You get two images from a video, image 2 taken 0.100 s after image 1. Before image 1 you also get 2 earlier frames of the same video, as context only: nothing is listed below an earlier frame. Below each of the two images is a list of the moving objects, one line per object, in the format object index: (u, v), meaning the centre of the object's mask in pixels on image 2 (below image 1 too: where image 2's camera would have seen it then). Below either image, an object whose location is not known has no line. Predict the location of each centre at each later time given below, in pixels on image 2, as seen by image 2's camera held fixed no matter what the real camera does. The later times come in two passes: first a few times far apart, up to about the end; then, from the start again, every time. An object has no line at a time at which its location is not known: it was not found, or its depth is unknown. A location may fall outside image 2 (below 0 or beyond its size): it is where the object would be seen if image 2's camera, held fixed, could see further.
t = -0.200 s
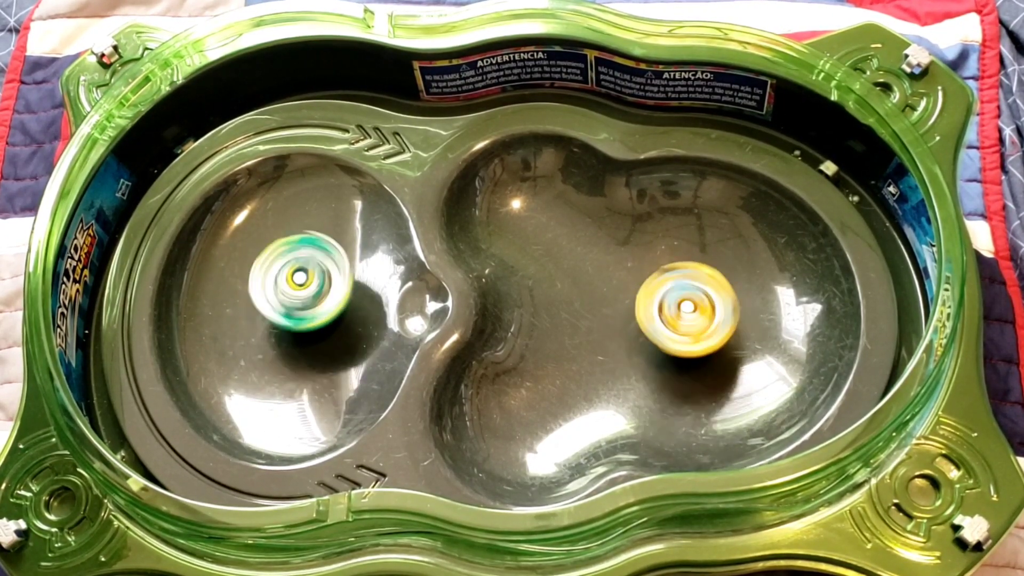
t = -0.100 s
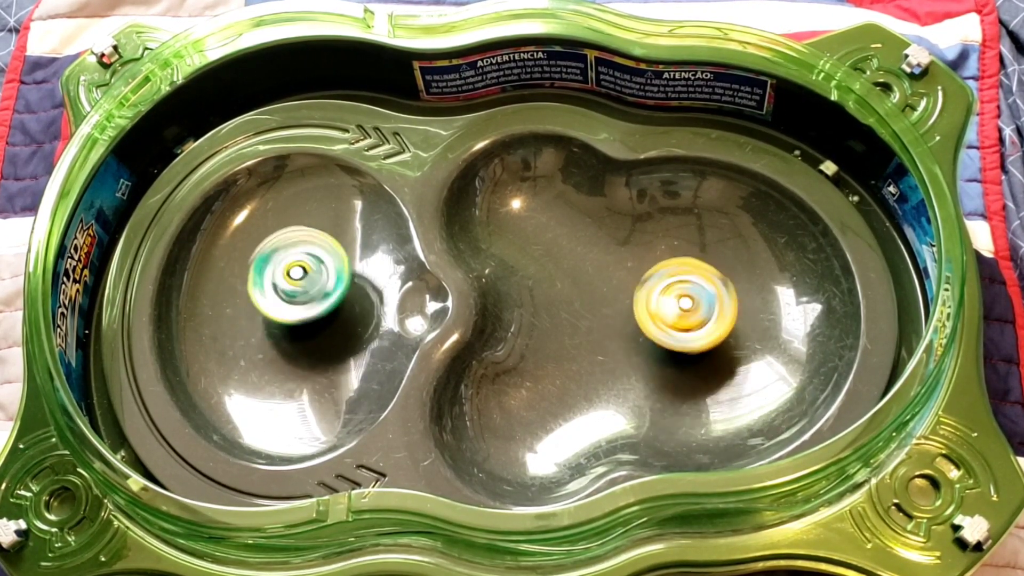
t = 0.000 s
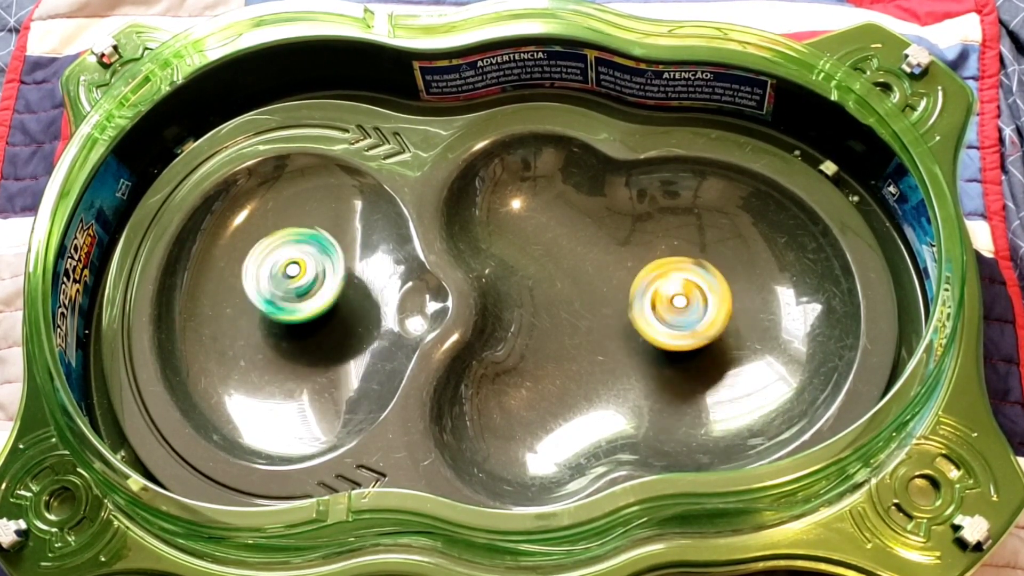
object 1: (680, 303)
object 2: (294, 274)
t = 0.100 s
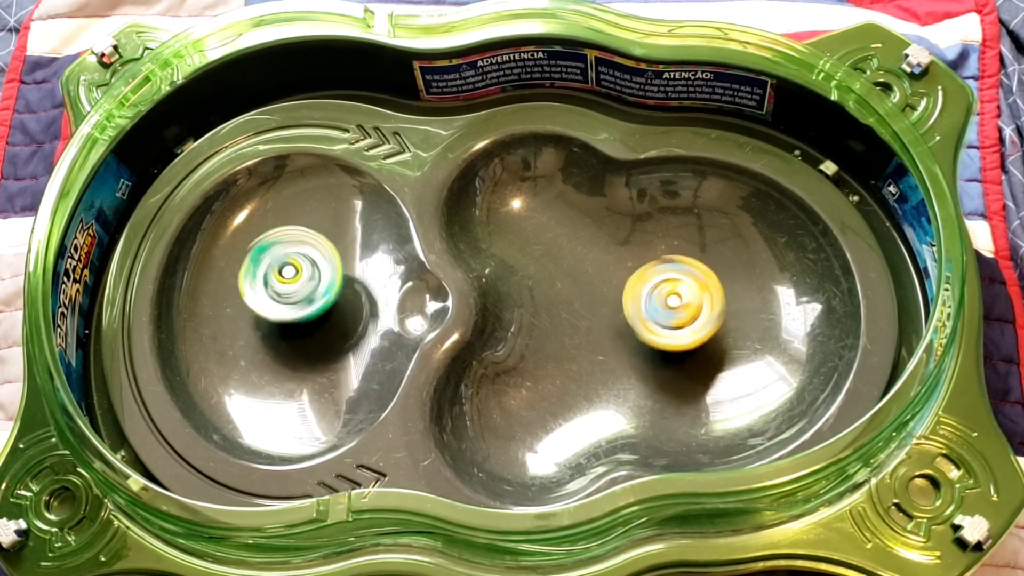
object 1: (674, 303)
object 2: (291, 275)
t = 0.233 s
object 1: (668, 309)
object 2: (284, 285)
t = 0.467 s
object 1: (676, 320)
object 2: (290, 303)
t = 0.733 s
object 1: (684, 310)
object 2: (303, 299)
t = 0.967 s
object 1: (672, 304)
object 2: (293, 286)
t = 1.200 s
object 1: (672, 316)
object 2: (279, 287)
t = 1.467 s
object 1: (685, 314)
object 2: (288, 292)
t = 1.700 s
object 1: (682, 305)
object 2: (301, 291)
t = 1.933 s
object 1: (673, 303)
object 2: (302, 286)
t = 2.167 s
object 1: (670, 313)
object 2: (289, 290)
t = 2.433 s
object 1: (683, 317)
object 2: (281, 297)
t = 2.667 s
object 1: (684, 311)
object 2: (291, 299)
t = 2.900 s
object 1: (676, 305)
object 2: (302, 288)
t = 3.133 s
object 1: (670, 311)
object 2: (299, 285)
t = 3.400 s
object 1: (677, 317)
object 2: (287, 292)
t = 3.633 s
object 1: (680, 315)
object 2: (286, 301)
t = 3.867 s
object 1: (675, 308)
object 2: (293, 297)
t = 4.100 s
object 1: (670, 309)
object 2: (299, 290)
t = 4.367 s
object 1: (676, 315)
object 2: (293, 285)
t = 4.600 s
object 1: (681, 316)
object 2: (290, 289)
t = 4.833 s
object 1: (675, 312)
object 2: (288, 298)
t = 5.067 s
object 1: (672, 309)
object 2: (296, 298)
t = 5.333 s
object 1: (674, 309)
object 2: (297, 288)
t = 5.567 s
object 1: (679, 313)
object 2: (293, 287)
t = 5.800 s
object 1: (676, 312)
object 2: (290, 287)
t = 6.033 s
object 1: (672, 310)
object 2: (289, 295)
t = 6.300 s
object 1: (674, 311)
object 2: (296, 297)
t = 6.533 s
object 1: (678, 310)
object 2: (296, 294)
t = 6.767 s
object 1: (676, 311)
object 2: (294, 286)
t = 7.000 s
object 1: (672, 312)
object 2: (293, 290)
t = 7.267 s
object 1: (676, 312)
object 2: (296, 290)
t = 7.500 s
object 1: (677, 312)
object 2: (293, 295)
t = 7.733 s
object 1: (676, 311)
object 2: (290, 294)
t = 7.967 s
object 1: (673, 312)
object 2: (293, 289)
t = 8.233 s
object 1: (674, 314)
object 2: (296, 290)
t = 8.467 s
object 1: (676, 312)
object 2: (293, 289)
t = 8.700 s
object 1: (676, 311)
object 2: (293, 290)
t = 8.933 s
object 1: (673, 311)
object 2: (288, 293)
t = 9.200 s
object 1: (675, 312)
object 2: (294, 289)
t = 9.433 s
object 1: (676, 312)
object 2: (299, 288)
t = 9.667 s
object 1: (676, 311)
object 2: (293, 291)
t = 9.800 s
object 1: (674, 311)
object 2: (290, 291)
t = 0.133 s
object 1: (672, 304)
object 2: (287, 277)
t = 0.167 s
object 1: (670, 305)
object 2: (285, 279)
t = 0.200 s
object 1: (669, 307)
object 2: (285, 283)
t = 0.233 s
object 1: (668, 309)
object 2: (284, 285)
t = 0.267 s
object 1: (668, 311)
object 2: (285, 288)
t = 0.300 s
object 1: (668, 314)
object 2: (284, 290)
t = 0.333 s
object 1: (668, 316)
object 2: (285, 292)
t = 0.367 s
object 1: (671, 317)
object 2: (284, 297)
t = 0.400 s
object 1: (672, 319)
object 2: (285, 299)
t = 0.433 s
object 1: (674, 319)
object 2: (288, 302)
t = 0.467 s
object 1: (676, 320)
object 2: (290, 303)
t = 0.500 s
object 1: (678, 320)
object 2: (293, 303)
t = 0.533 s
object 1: (681, 319)
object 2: (293, 304)
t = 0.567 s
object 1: (682, 318)
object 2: (295, 304)
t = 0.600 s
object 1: (684, 317)
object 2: (297, 306)
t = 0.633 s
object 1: (685, 315)
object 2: (299, 304)
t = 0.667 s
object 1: (685, 313)
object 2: (302, 304)
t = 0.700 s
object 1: (685, 311)
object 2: (302, 301)
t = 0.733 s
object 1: (684, 310)
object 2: (303, 299)
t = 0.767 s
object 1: (683, 308)
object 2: (301, 298)
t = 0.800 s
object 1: (682, 307)
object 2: (301, 296)
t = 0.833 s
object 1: (680, 305)
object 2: (302, 295)
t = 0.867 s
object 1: (678, 305)
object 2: (301, 292)
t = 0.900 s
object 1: (676, 304)
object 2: (300, 289)
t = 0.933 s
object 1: (674, 304)
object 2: (296, 288)
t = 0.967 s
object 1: (672, 304)
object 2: (293, 286)
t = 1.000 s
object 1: (670, 305)
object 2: (291, 287)
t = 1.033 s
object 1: (669, 307)
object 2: (288, 286)
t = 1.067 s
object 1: (668, 309)
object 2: (288, 285)
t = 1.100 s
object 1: (668, 311)
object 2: (284, 285)
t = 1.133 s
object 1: (669, 313)
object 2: (282, 284)
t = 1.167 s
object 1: (669, 314)
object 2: (279, 287)
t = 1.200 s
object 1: (672, 316)
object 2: (279, 287)
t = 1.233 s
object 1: (673, 317)
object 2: (280, 289)
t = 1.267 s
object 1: (675, 317)
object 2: (278, 289)
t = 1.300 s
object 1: (677, 318)
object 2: (280, 289)
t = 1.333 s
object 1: (679, 317)
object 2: (278, 292)
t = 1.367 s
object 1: (682, 316)
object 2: (280, 292)
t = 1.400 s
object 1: (683, 316)
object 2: (284, 294)
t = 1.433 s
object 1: (684, 314)
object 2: (285, 293)
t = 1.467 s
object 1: (685, 314)
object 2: (288, 292)
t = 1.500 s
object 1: (685, 312)
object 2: (288, 295)
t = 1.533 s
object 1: (686, 310)
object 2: (290, 294)
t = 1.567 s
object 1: (686, 310)
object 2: (295, 295)
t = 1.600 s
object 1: (685, 309)
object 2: (296, 294)
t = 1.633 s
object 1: (684, 307)
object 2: (300, 292)
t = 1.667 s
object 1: (683, 307)
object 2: (300, 293)
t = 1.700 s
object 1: (682, 305)
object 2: (301, 291)
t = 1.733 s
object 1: (682, 305)
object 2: (305, 292)
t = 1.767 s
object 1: (680, 305)
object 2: (305, 289)
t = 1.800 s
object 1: (678, 303)
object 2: (307, 287)
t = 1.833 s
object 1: (678, 303)
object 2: (304, 288)
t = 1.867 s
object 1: (676, 304)
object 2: (303, 286)
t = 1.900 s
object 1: (675, 303)
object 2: (305, 288)
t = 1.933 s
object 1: (673, 303)
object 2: (302, 286)
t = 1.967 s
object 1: (672, 304)
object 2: (303, 284)
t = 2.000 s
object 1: (671, 305)
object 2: (299, 287)
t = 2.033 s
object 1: (669, 306)
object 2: (296, 286)
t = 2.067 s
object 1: (669, 308)
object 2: (298, 287)
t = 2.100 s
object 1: (669, 310)
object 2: (294, 287)
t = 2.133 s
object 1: (669, 311)
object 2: (292, 286)
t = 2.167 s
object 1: (670, 313)
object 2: (289, 290)
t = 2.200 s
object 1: (671, 315)
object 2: (286, 290)
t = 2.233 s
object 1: (673, 316)
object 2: (288, 292)
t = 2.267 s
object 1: (674, 317)
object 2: (284, 292)
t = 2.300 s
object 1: (676, 317)
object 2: (284, 292)
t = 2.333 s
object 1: (678, 318)
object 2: (281, 296)
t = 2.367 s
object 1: (679, 318)
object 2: (281, 296)
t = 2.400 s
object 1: (681, 317)
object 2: (284, 297)
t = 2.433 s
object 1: (683, 317)
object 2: (281, 297)
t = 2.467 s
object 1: (682, 316)
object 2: (282, 296)
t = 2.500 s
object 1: (684, 314)
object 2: (283, 300)
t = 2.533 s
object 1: (684, 315)
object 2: (284, 298)
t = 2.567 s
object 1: (683, 313)
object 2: (288, 298)
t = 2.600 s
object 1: (685, 311)
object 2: (286, 299)
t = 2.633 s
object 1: (685, 312)
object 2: (287, 297)
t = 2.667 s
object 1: (684, 311)
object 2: (291, 299)
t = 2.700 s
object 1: (683, 309)
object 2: (291, 297)
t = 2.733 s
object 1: (683, 308)
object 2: (295, 295)
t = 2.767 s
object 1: (682, 308)
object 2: (295, 296)
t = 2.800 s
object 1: (680, 306)
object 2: (295, 294)
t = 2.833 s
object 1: (680, 306)
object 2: (300, 293)
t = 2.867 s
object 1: (678, 306)
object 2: (300, 291)
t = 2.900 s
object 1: (676, 305)
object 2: (302, 288)
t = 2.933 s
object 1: (676, 305)
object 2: (301, 289)
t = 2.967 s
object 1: (674, 305)
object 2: (302, 287)
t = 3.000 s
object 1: (672, 305)
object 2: (305, 286)
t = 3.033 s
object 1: (672, 306)
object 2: (301, 286)
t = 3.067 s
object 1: (670, 308)
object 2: (300, 283)
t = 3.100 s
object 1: (669, 309)
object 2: (301, 286)
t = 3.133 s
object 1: (670, 311)
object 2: (299, 285)
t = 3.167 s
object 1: (670, 313)
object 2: (299, 283)
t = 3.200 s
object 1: (671, 314)
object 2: (295, 286)
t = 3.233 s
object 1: (673, 316)
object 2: (293, 286)
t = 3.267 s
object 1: (674, 317)
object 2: (295, 287)
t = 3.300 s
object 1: (675, 317)
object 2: (291, 288)
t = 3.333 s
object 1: (677, 318)
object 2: (290, 287)
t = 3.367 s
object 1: (676, 318)
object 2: (289, 291)
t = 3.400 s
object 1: (677, 317)
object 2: (287, 292)
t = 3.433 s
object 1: (678, 318)
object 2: (289, 292)
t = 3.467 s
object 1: (679, 318)
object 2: (285, 295)
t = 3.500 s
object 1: (681, 318)
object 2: (284, 295)
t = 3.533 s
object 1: (680, 317)
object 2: (287, 298)
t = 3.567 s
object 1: (681, 316)
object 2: (285, 298)
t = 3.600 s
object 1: (682, 316)
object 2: (286, 297)
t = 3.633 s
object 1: (680, 315)
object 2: (286, 301)
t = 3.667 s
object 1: (680, 313)
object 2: (286, 300)
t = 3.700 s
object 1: (680, 313)
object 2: (290, 299)
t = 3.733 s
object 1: (678, 312)
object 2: (288, 301)
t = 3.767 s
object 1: (678, 310)
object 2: (287, 300)
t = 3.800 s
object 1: (678, 310)
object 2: (292, 301)
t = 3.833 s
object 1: (677, 309)
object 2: (291, 300)
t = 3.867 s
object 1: (675, 308)
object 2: (293, 297)
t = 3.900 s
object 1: (674, 307)
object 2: (294, 299)
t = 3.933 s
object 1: (673, 306)
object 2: (294, 297)
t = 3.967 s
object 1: (672, 306)
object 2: (298, 294)
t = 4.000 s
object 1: (671, 306)
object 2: (297, 295)
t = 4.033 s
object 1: (671, 306)
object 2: (296, 292)
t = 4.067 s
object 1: (671, 308)
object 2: (300, 292)
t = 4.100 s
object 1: (670, 309)
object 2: (299, 290)
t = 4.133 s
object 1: (669, 309)
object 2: (299, 287)
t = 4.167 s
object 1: (670, 309)
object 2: (299, 289)
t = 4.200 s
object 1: (672, 310)
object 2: (298, 286)
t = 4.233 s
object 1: (672, 312)
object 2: (300, 284)
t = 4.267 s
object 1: (672, 312)
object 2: (296, 286)
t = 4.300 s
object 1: (675, 313)
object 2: (295, 284)
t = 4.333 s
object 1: (675, 315)
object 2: (298, 284)
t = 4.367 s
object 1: (676, 315)
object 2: (293, 285)
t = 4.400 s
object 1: (678, 315)
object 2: (291, 283)
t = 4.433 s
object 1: (678, 316)
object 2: (293, 286)
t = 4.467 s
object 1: (678, 315)
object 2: (291, 286)
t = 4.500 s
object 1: (680, 316)
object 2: (291, 284)
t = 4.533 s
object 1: (679, 316)
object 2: (289, 289)
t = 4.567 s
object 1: (680, 315)
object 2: (288, 289)
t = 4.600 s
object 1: (681, 316)
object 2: (290, 289)
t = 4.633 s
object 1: (679, 316)
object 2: (287, 292)
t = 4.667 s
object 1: (679, 314)
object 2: (285, 293)
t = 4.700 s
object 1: (680, 315)
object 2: (290, 294)
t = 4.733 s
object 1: (678, 315)
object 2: (287, 295)
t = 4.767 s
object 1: (678, 313)
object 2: (286, 294)
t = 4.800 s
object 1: (677, 313)
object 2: (289, 298)
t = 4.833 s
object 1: (675, 312)
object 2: (288, 298)
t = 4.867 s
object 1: (675, 311)
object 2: (290, 296)
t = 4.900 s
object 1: (675, 311)
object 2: (289, 300)
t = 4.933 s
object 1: (673, 310)
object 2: (290, 299)
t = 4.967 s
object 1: (673, 309)
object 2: (293, 297)
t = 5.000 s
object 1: (672, 310)
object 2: (291, 300)
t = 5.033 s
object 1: (671, 309)
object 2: (291, 299)
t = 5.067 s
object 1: (672, 309)
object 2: (296, 298)
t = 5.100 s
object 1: (671, 309)
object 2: (294, 298)
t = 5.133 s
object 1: (671, 308)
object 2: (293, 296)
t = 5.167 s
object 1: (673, 309)
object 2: (297, 297)
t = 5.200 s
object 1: (672, 310)
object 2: (296, 295)
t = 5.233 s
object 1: (672, 309)
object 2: (296, 292)
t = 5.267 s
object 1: (675, 309)
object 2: (298, 294)
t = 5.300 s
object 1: (674, 310)
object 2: (297, 292)
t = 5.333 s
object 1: (674, 309)
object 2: (297, 288)
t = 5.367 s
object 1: (677, 310)
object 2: (297, 291)
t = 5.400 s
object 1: (676, 311)
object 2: (296, 290)
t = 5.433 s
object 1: (677, 311)
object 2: (298, 286)
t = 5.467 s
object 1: (678, 312)
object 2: (295, 288)
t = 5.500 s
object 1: (678, 312)
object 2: (293, 287)
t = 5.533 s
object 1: (679, 312)
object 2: (297, 285)
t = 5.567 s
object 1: (679, 313)
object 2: (293, 287)
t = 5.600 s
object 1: (678, 312)
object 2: (291, 286)
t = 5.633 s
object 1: (679, 311)
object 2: (295, 286)
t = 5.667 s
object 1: (679, 313)
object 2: (291, 287)
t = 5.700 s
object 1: (677, 313)
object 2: (290, 286)
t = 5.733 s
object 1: (677, 311)
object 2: (292, 289)
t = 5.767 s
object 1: (677, 312)
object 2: (290, 288)
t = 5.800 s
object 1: (676, 312)
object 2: (290, 287)
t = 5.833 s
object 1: (676, 311)
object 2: (290, 291)
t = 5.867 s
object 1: (675, 312)
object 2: (289, 290)
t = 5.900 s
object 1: (674, 311)
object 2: (290, 289)
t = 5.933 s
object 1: (674, 311)
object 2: (289, 293)
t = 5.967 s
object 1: (673, 311)
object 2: (289, 293)
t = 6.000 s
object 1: (672, 311)
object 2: (291, 292)
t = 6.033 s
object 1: (672, 310)
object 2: (289, 295)
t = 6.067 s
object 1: (672, 312)
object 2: (289, 295)
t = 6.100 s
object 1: (671, 311)
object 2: (293, 294)
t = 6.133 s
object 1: (673, 310)
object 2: (290, 297)
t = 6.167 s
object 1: (673, 312)
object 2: (290, 297)
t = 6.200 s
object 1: (672, 311)
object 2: (294, 296)
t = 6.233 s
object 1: (674, 310)
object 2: (292, 298)
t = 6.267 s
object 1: (675, 311)
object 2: (291, 297)
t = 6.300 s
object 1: (674, 311)
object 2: (296, 297)
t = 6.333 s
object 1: (675, 310)
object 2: (293, 297)
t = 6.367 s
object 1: (676, 311)
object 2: (292, 296)
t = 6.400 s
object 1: (676, 311)
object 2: (297, 296)
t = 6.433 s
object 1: (677, 310)
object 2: (295, 296)
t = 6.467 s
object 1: (678, 311)
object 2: (293, 293)
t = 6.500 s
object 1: (677, 311)
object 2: (297, 294)
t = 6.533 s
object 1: (678, 310)
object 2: (296, 294)
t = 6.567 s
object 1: (678, 311)
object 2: (294, 291)
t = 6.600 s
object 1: (677, 311)
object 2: (297, 293)
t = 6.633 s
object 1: (678, 309)
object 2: (295, 291)
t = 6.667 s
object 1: (678, 310)
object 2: (295, 288)
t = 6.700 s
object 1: (676, 310)
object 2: (296, 291)
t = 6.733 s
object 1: (676, 310)
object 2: (295, 290)
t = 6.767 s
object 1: (676, 311)
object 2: (294, 286)
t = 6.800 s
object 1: (674, 311)
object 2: (295, 289)
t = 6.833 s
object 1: (674, 310)
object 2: (293, 289)
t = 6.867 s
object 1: (674, 311)
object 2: (293, 285)
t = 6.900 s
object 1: (673, 311)
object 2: (294, 289)
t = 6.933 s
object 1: (672, 310)
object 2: (293, 289)
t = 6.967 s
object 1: (673, 311)
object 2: (293, 286)
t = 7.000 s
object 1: (672, 312)
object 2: (293, 290)
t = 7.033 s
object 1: (672, 311)
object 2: (293, 289)
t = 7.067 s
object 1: (673, 312)
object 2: (294, 287)
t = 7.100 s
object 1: (672, 312)
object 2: (293, 291)
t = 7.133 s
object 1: (673, 311)
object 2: (293, 290)
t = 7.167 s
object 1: (675, 312)
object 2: (295, 289)
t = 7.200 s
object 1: (674, 313)
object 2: (293, 293)
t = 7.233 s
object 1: (674, 311)
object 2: (293, 292)
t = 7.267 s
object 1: (676, 312)
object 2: (296, 290)
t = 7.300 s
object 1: (675, 312)
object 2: (294, 294)
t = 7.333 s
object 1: (675, 311)
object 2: (293, 293)
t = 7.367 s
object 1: (677, 312)
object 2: (295, 291)
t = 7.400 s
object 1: (677, 312)
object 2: (294, 295)
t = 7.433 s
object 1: (677, 311)
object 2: (292, 295)
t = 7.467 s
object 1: (678, 311)
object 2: (294, 292)
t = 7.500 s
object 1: (677, 312)
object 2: (293, 295)
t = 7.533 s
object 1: (677, 310)
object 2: (292, 295)
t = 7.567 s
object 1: (678, 310)
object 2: (294, 293)
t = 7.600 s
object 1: (677, 311)
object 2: (291, 296)
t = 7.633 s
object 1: (676, 310)
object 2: (291, 295)
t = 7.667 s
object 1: (677, 309)
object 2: (293, 292)
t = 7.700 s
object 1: (678, 310)
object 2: (291, 296)
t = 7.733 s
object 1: (676, 311)
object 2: (290, 294)
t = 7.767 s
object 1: (675, 309)
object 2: (293, 291)
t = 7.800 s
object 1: (675, 309)
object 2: (291, 295)
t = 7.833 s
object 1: (675, 310)
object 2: (291, 294)
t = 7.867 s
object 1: (673, 310)
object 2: (293, 291)
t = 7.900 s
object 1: (673, 309)
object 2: (292, 294)
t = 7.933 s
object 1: (674, 311)
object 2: (291, 293)
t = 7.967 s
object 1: (673, 312)
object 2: (293, 289)
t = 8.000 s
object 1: (672, 311)
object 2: (294, 293)
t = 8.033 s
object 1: (672, 311)
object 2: (294, 293)
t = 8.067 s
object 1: (673, 312)
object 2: (294, 290)
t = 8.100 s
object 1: (672, 313)
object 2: (294, 293)
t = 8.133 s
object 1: (672, 313)
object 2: (295, 291)
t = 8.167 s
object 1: (673, 313)
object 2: (296, 289)
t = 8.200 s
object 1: (673, 313)
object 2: (296, 292)
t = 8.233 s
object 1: (674, 314)
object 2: (296, 290)
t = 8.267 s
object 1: (674, 314)
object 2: (297, 288)
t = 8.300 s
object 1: (674, 313)
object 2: (297, 292)
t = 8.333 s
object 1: (675, 312)
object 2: (297, 290)
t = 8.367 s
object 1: (677, 313)
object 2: (296, 288)
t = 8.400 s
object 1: (677, 314)
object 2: (297, 291)
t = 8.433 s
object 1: (676, 314)
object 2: (295, 290)
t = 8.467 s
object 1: (676, 312)
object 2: (293, 289)
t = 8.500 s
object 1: (677, 312)
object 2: (296, 292)
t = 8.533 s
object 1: (677, 312)
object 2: (293, 291)
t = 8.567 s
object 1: (678, 313)
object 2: (290, 290)
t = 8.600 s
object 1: (677, 313)
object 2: (295, 291)
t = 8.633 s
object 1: (675, 312)
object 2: (292, 292)
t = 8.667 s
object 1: (676, 311)
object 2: (288, 292)
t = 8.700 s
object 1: (676, 311)
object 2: (293, 290)
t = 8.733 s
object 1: (676, 312)
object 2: (291, 291)
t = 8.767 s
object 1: (675, 312)
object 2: (288, 293)
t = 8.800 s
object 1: (674, 311)
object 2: (290, 289)
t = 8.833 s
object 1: (674, 311)
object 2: (289, 291)
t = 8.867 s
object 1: (674, 312)
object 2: (288, 293)
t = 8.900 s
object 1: (673, 312)
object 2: (289, 291)
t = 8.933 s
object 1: (673, 311)
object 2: (288, 293)
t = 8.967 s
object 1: (674, 312)
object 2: (290, 293)
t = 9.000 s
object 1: (672, 313)
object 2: (291, 291)
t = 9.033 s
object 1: (672, 312)
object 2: (290, 293)
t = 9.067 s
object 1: (674, 312)
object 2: (292, 291)
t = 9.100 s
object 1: (674, 313)
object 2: (293, 290)
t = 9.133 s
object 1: (673, 312)
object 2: (293, 292)
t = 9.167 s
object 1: (674, 311)
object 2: (294, 290)
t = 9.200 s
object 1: (675, 312)
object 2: (294, 289)
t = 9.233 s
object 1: (675, 312)
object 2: (296, 291)
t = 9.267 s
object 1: (676, 311)
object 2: (295, 289)
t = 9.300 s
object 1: (676, 312)
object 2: (295, 288)
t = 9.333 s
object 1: (675, 311)
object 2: (298, 290)
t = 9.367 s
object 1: (676, 310)
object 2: (295, 289)
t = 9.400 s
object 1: (677, 311)
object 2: (294, 288)
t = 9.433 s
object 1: (676, 312)
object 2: (299, 288)
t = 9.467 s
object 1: (675, 310)
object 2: (295, 290)
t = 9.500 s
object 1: (677, 310)
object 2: (293, 290)
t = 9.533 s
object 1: (677, 311)
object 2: (296, 287)
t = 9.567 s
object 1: (676, 311)
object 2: (294, 291)
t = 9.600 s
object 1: (676, 311)
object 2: (293, 291)
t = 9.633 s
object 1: (677, 312)
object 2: (293, 288)
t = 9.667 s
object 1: (676, 311)
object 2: (293, 291)
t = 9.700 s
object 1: (676, 311)
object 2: (292, 291)
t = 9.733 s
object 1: (676, 312)
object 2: (291, 289)
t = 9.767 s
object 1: (675, 312)
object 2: (292, 292)
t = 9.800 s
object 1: (674, 311)
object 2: (290, 291)
